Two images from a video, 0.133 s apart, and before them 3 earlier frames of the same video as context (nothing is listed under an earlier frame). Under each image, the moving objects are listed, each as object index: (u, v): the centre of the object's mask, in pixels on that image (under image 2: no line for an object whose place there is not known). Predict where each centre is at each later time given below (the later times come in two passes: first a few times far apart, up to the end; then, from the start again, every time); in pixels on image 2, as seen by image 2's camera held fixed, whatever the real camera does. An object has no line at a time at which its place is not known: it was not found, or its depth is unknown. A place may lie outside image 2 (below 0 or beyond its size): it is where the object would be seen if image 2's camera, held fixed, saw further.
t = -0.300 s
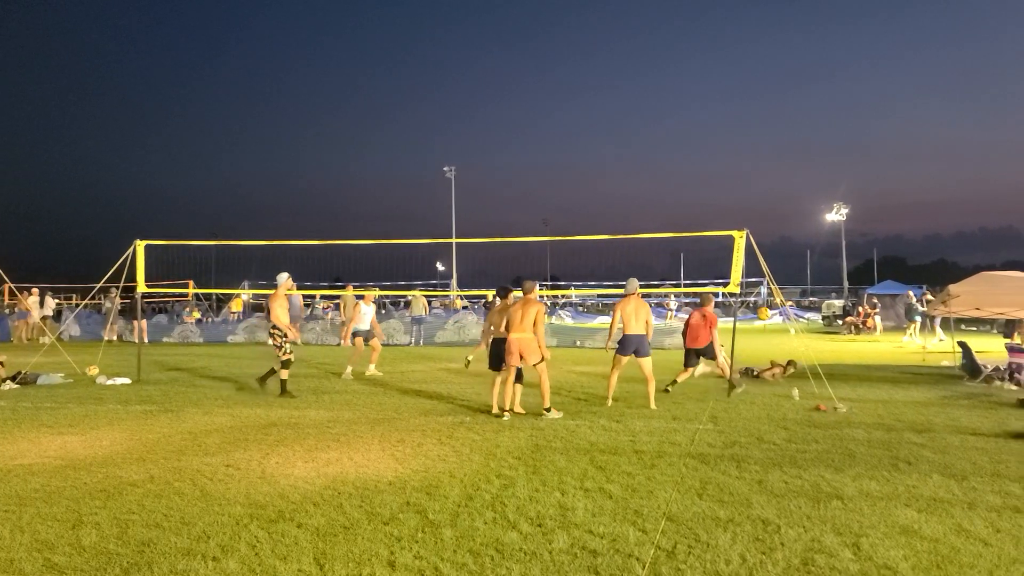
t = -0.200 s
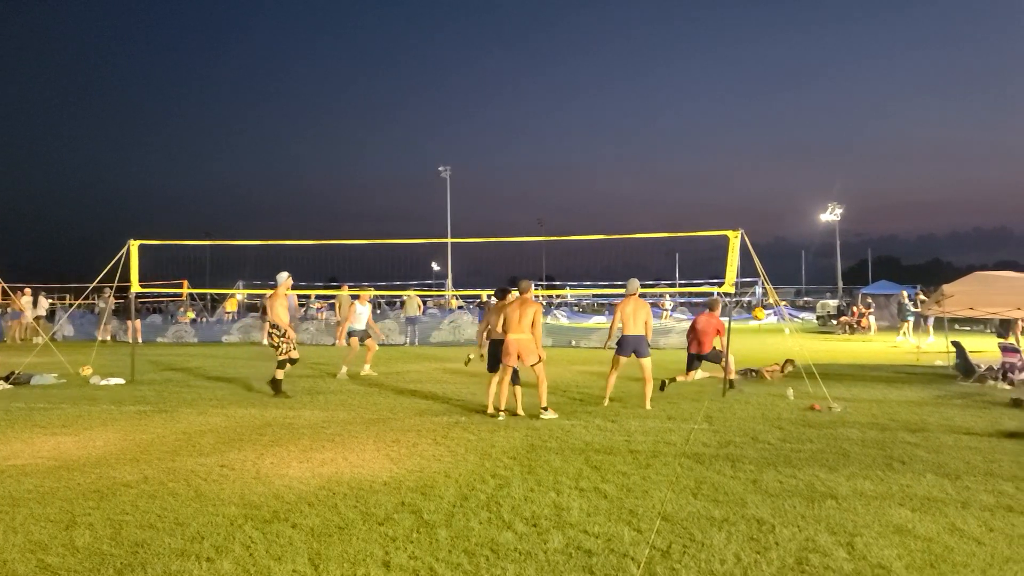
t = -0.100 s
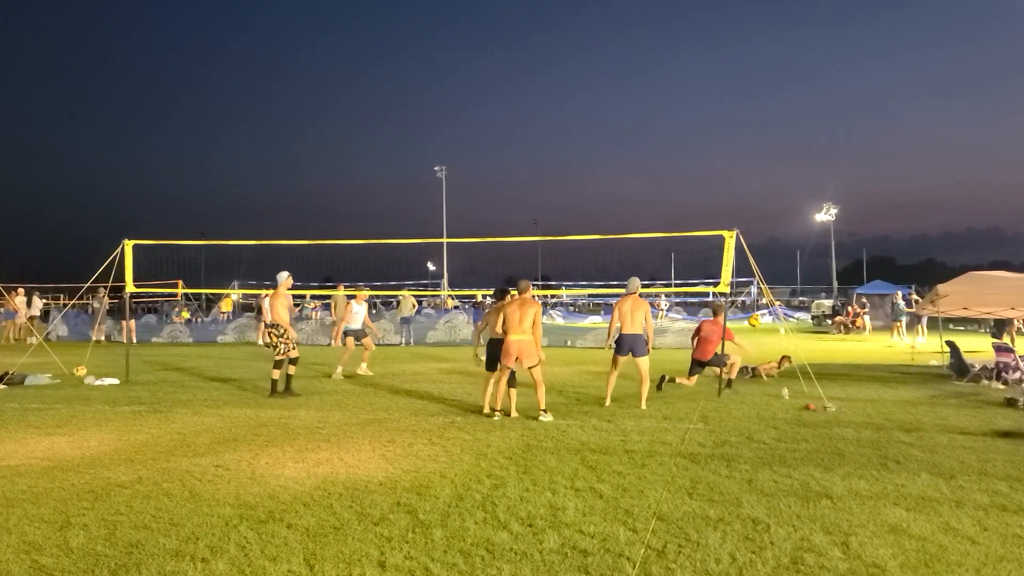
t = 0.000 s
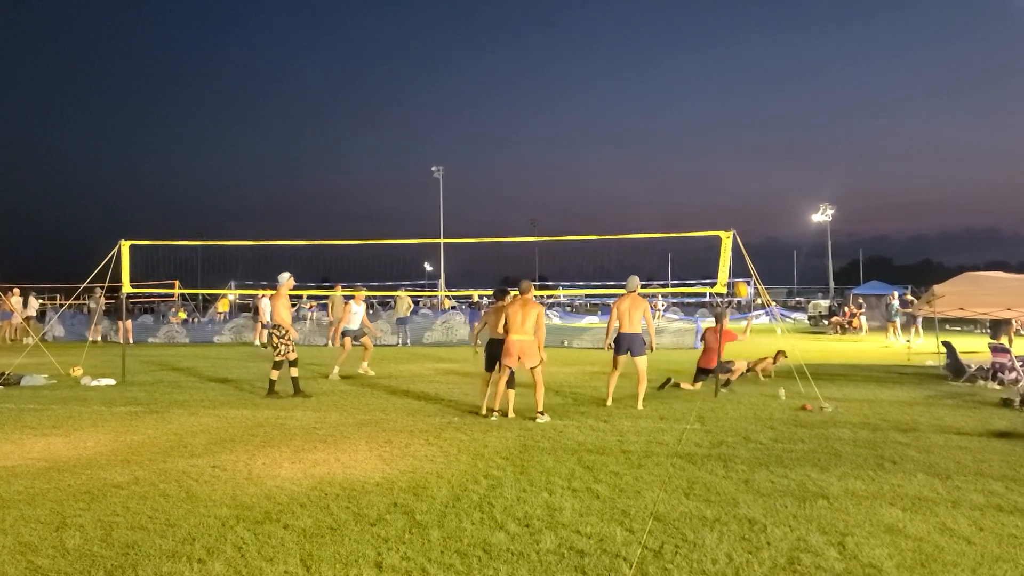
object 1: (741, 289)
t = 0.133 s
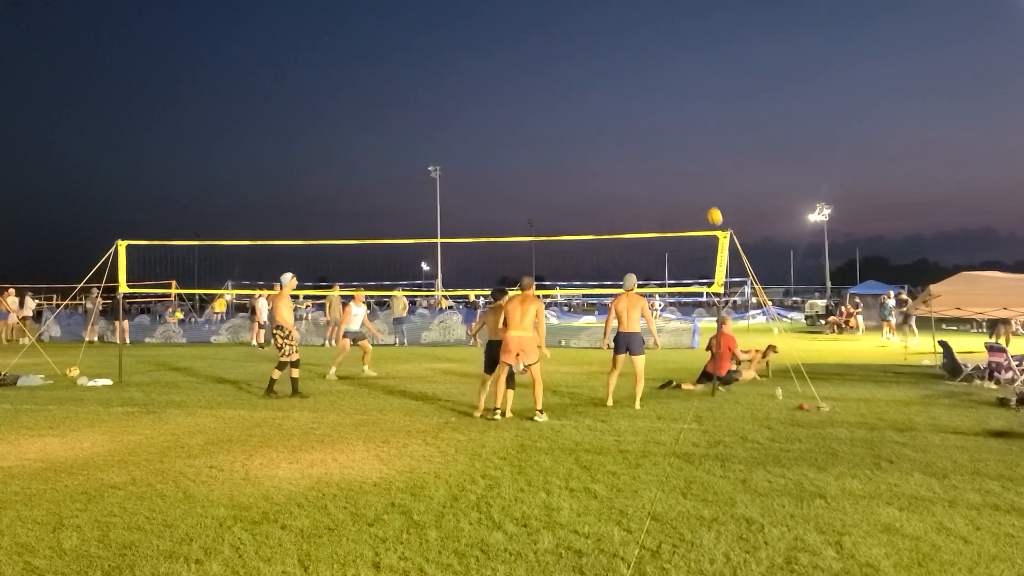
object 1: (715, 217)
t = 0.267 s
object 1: (694, 159)
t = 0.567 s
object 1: (652, 77)
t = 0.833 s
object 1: (619, 54)
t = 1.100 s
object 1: (590, 70)
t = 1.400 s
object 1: (562, 129)
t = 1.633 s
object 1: (544, 200)
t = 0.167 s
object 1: (709, 201)
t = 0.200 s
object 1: (704, 186)
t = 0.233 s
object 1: (699, 172)
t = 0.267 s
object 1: (694, 159)
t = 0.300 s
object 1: (688, 146)
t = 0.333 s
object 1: (684, 135)
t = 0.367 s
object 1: (679, 125)
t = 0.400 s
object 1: (674, 115)
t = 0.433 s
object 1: (669, 106)
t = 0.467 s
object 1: (665, 98)
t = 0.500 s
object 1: (661, 90)
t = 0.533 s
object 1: (656, 83)
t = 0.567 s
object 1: (652, 77)
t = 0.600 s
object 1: (647, 72)
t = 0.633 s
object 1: (643, 67)
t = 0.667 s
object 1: (639, 63)
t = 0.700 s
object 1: (635, 60)
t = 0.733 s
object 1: (631, 58)
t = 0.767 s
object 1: (627, 55)
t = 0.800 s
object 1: (623, 54)
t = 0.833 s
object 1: (619, 54)
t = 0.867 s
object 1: (615, 54)
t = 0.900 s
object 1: (611, 54)
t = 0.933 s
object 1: (607, 55)
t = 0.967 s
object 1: (604, 57)
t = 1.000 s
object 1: (600, 59)
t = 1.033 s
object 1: (597, 62)
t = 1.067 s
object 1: (593, 66)
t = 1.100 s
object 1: (590, 70)
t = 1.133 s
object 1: (586, 74)
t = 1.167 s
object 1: (583, 80)
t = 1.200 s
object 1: (580, 85)
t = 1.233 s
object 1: (577, 91)
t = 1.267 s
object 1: (574, 98)
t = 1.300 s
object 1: (571, 105)
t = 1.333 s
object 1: (568, 112)
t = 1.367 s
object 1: (565, 120)
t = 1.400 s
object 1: (562, 129)
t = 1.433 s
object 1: (559, 138)
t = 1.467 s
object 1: (556, 147)
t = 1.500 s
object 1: (554, 157)
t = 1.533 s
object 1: (551, 167)
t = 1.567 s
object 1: (549, 178)
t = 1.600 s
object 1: (547, 189)
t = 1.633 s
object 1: (544, 200)
